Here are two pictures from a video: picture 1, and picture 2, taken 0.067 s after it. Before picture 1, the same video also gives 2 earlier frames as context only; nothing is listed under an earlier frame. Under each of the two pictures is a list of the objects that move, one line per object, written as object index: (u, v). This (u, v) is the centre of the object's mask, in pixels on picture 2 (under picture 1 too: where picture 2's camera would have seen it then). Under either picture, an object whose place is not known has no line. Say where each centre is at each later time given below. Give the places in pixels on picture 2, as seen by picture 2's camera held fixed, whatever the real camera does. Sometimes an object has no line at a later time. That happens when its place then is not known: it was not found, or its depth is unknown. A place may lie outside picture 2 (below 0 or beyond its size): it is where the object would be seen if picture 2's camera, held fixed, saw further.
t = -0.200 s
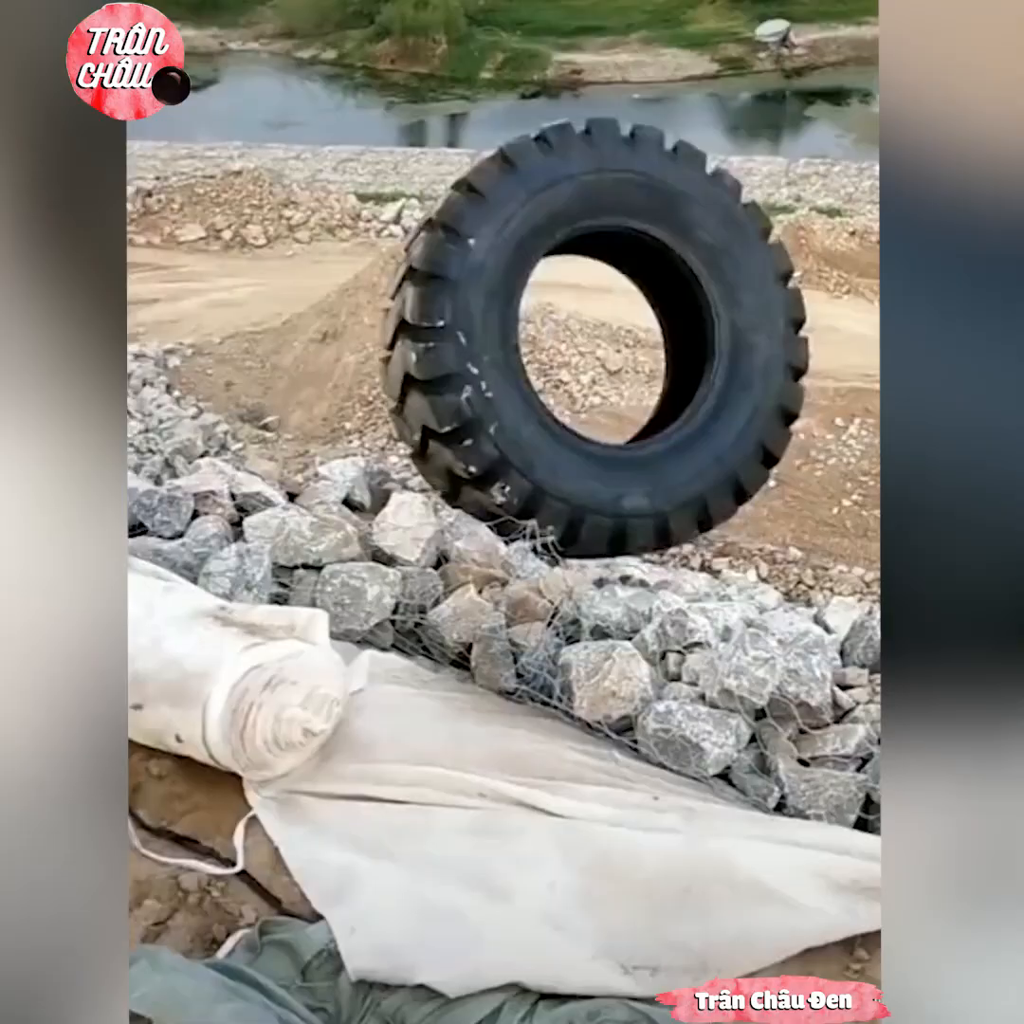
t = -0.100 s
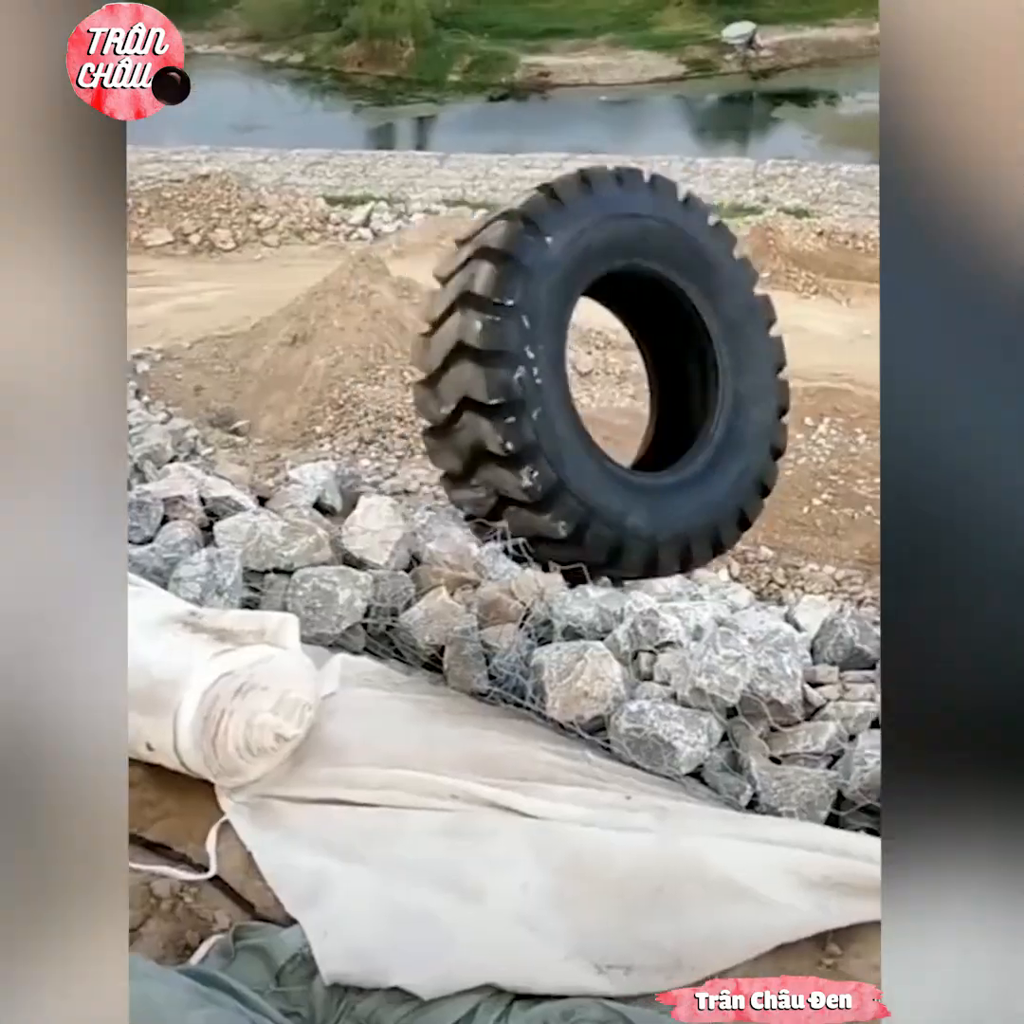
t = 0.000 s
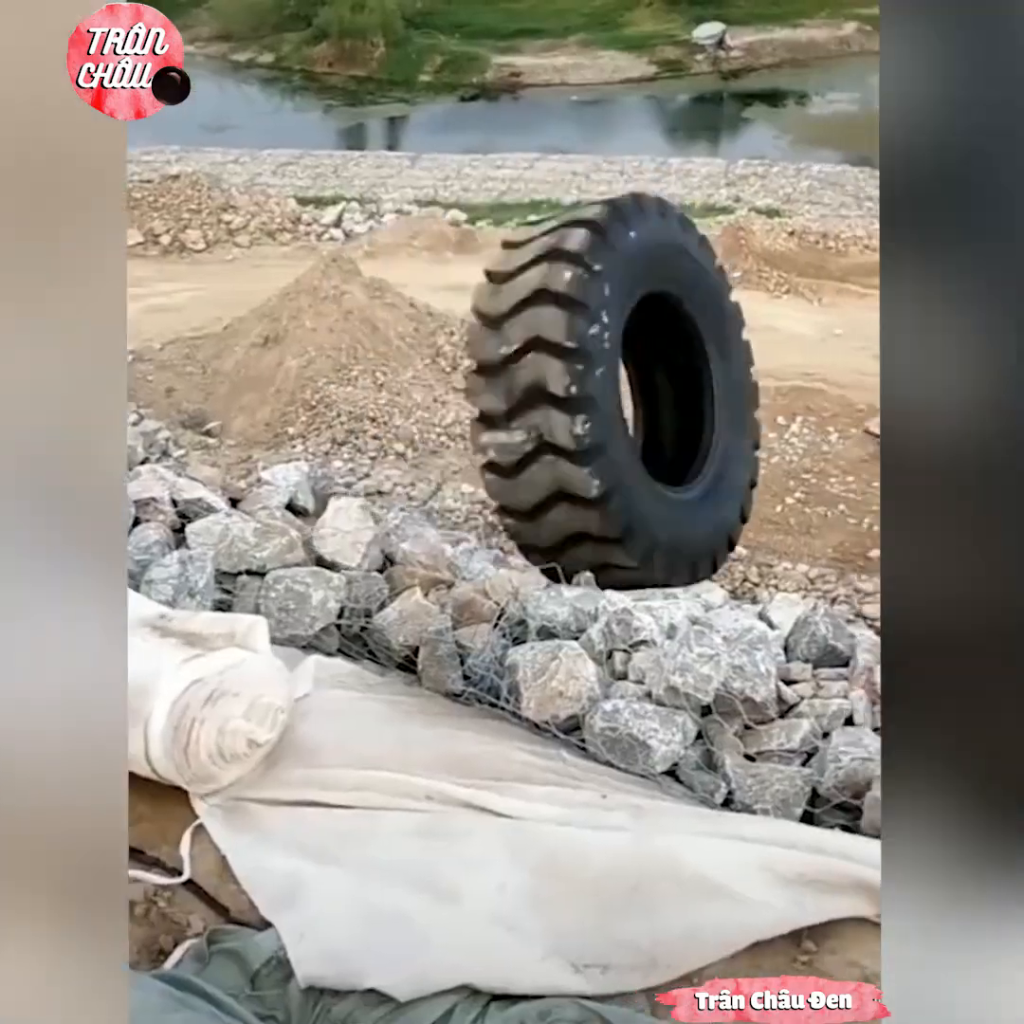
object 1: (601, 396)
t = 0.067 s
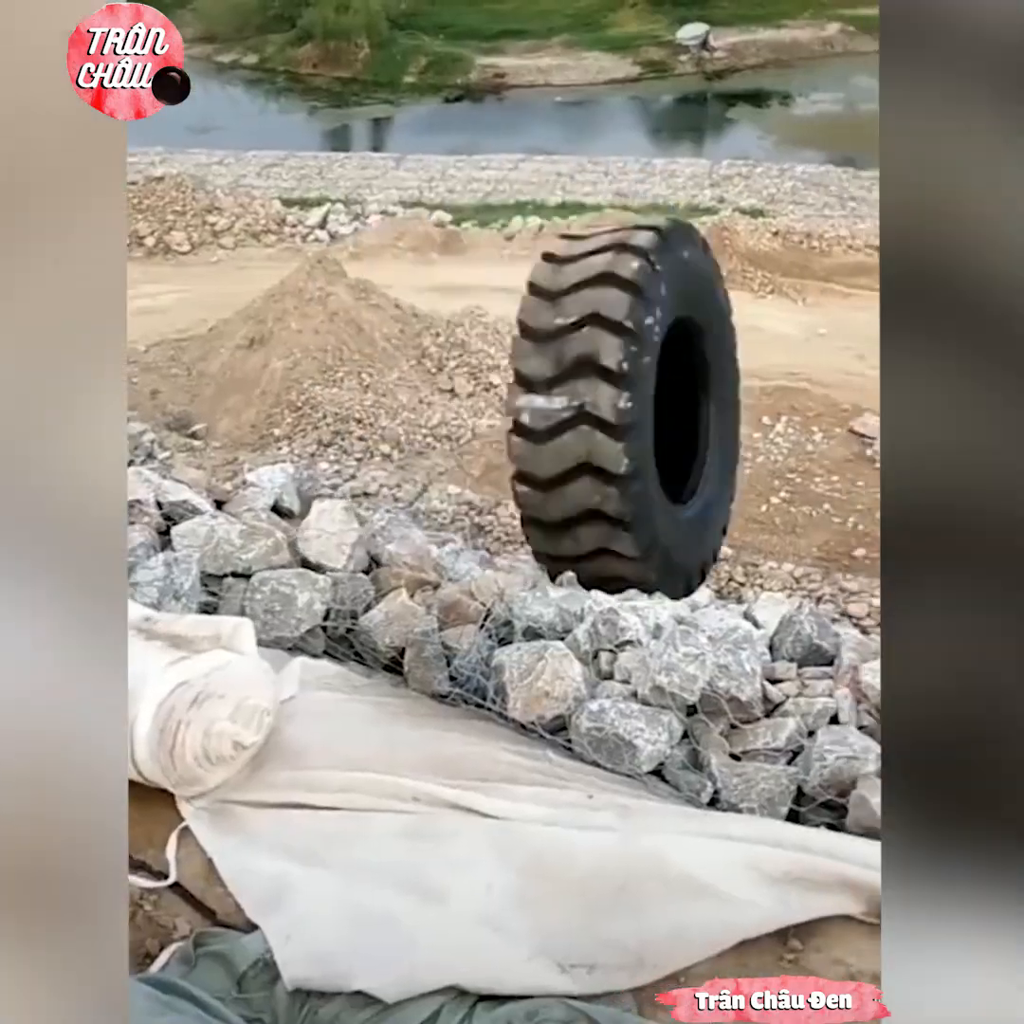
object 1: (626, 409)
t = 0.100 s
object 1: (639, 416)
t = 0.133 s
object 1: (651, 425)
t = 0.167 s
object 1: (664, 437)
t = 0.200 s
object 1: (677, 449)
